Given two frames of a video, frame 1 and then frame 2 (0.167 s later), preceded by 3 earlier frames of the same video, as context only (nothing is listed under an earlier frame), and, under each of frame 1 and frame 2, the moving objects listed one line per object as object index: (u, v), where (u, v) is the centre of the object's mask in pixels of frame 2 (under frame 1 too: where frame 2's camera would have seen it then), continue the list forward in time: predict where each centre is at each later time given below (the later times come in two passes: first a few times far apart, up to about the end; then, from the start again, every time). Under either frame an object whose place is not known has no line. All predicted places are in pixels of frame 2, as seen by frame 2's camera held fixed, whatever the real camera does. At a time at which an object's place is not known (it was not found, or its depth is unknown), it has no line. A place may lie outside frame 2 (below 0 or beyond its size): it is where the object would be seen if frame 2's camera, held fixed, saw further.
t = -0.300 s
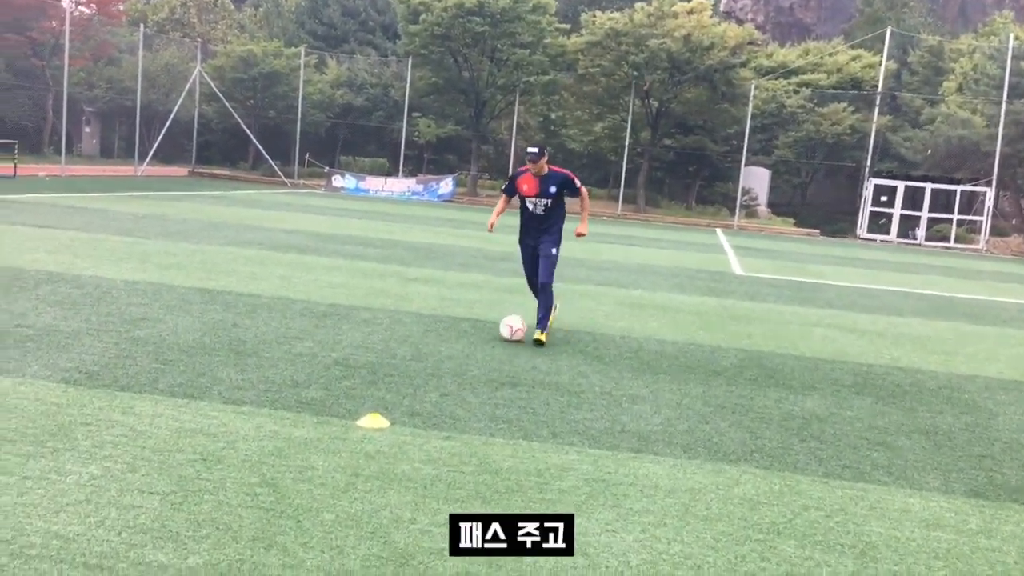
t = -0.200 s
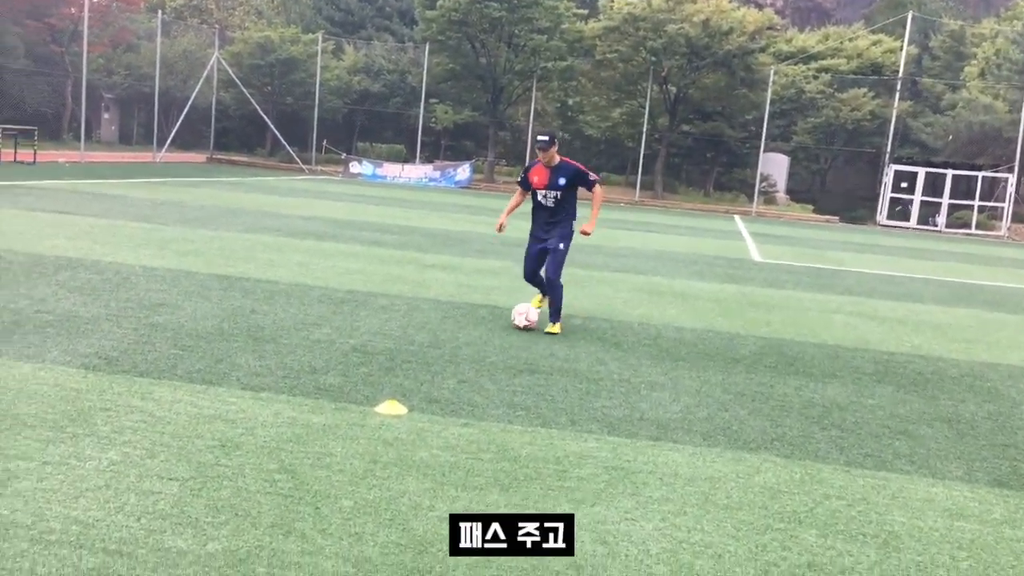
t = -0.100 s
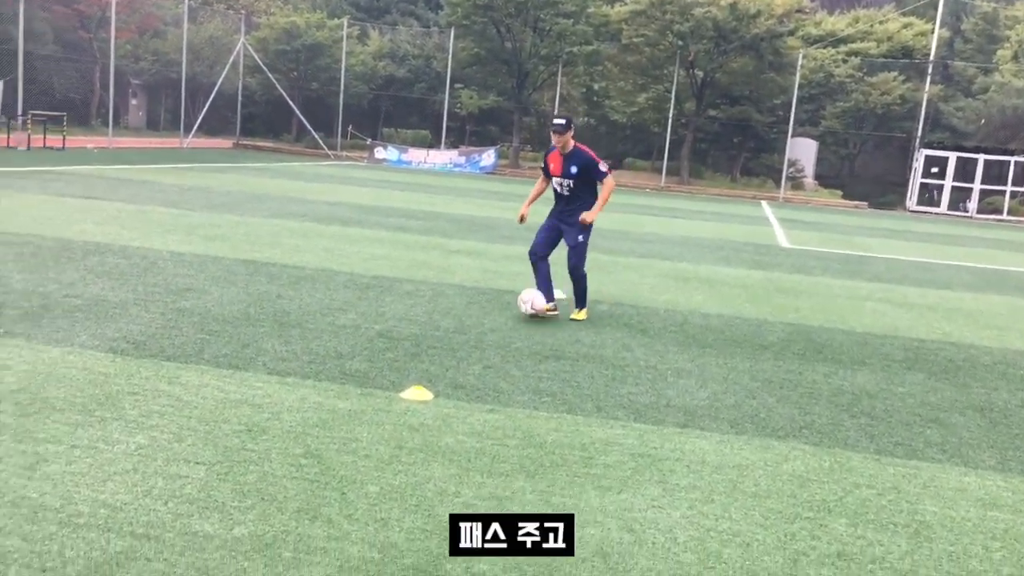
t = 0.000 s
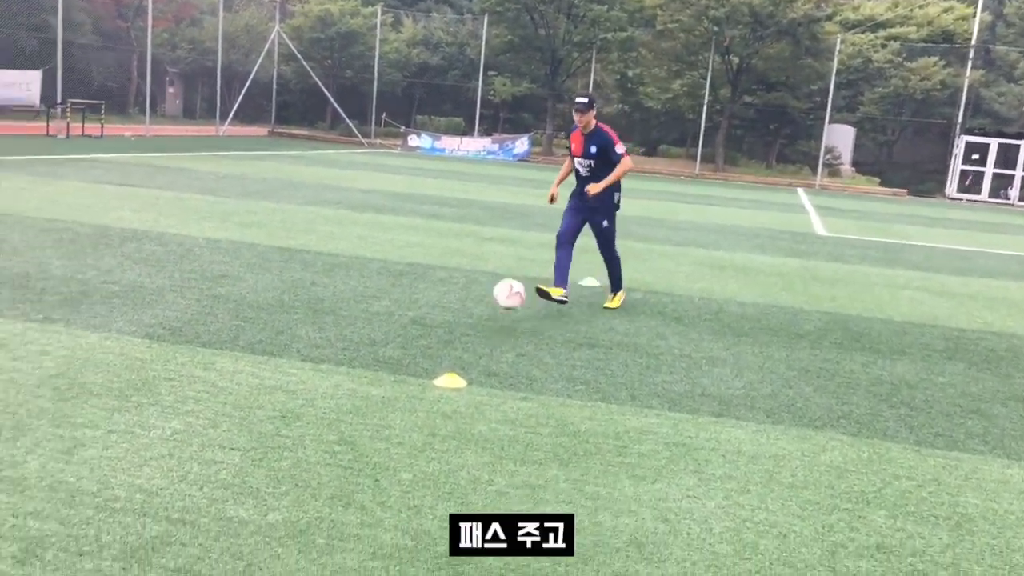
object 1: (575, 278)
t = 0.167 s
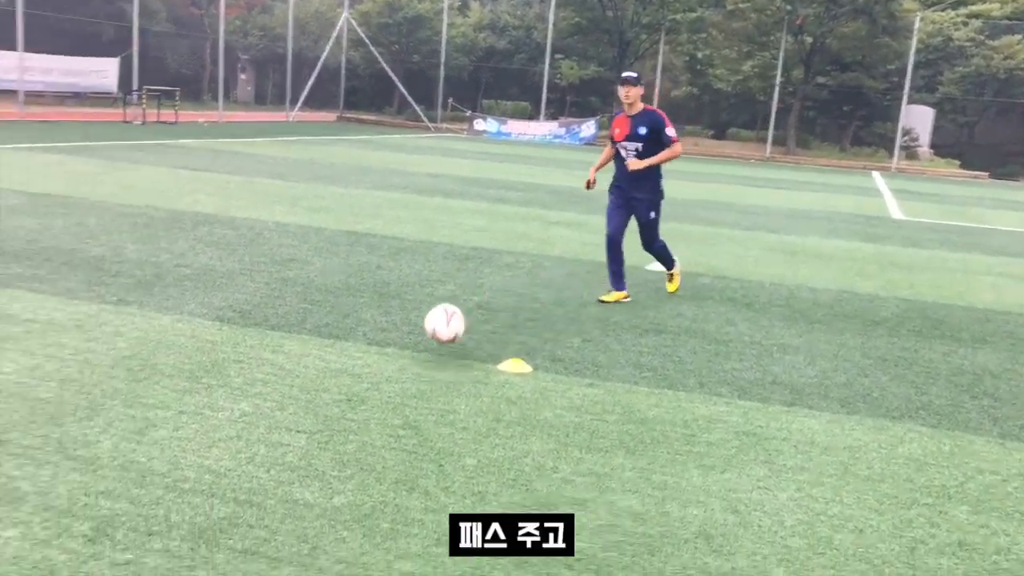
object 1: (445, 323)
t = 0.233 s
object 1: (373, 362)
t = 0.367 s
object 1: (215, 383)
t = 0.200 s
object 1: (411, 340)
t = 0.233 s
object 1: (373, 362)
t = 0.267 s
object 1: (337, 369)
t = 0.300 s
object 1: (301, 371)
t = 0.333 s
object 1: (261, 375)
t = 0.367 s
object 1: (215, 383)
